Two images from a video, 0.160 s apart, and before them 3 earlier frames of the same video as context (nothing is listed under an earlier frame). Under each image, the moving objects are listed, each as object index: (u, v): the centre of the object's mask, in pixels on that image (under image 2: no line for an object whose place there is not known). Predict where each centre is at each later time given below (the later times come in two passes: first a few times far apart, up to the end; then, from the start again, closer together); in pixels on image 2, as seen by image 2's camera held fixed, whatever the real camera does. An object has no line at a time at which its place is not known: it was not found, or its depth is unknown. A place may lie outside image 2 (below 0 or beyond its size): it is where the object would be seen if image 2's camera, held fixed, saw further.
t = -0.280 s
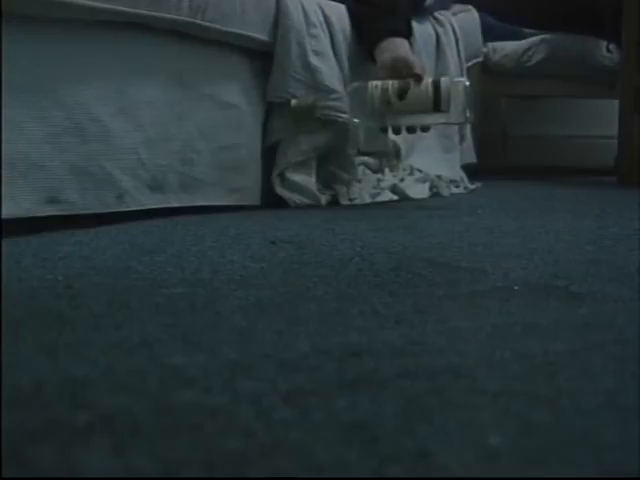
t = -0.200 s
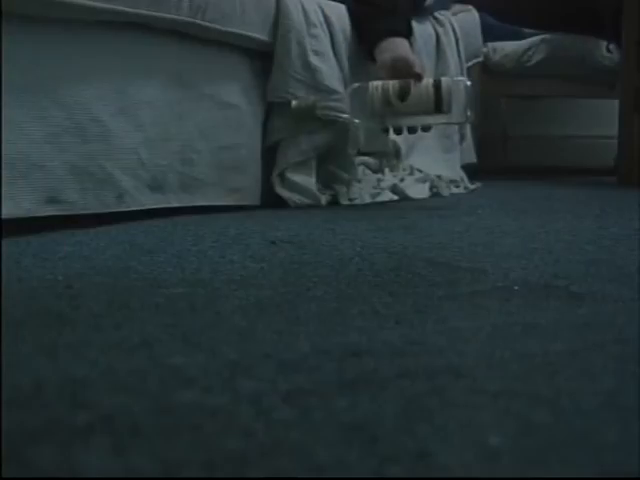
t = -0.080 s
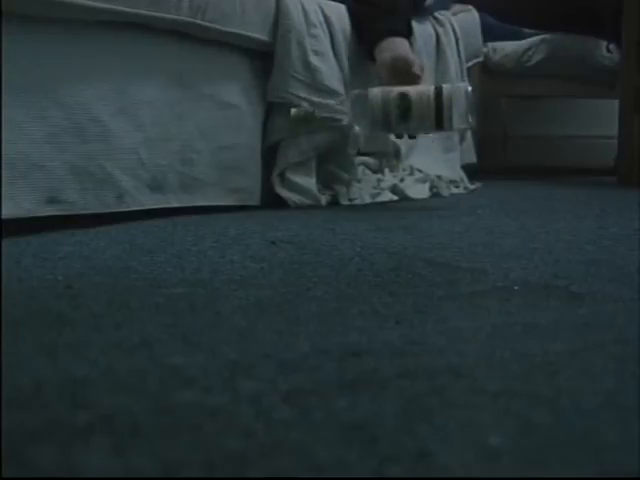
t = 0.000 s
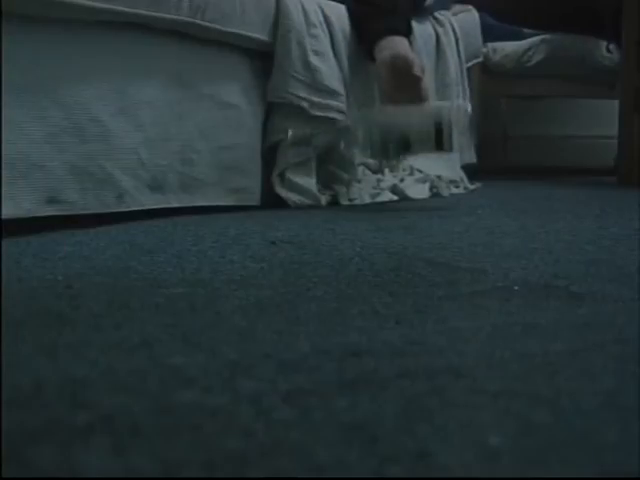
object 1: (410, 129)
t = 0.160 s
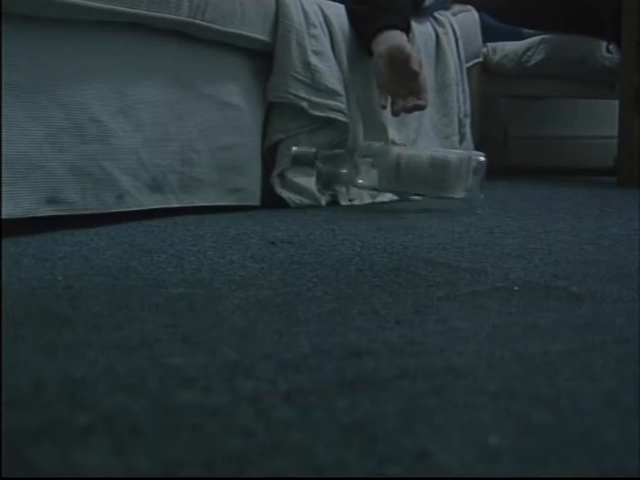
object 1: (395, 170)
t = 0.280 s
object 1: (403, 184)
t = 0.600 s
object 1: (397, 194)
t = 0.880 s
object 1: (390, 199)
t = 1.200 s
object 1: (379, 204)
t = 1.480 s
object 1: (370, 208)
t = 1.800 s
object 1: (358, 217)
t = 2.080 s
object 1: (345, 228)
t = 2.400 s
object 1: (332, 236)
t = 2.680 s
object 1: (318, 246)
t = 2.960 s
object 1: (301, 254)
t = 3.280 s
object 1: (300, 254)
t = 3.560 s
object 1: (308, 249)
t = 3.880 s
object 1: (313, 247)
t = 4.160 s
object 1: (309, 247)
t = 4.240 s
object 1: (309, 247)
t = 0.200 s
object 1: (397, 176)
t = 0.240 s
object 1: (427, 184)
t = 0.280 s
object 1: (403, 184)
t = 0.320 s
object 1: (401, 186)
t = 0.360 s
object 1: (399, 187)
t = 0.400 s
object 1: (401, 189)
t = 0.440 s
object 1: (401, 192)
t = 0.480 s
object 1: (401, 192)
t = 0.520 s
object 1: (400, 193)
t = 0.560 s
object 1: (399, 194)
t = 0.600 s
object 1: (397, 194)
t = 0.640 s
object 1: (397, 194)
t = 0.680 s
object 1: (396, 195)
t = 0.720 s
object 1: (394, 196)
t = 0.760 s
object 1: (393, 196)
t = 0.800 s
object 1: (392, 198)
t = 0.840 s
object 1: (391, 198)
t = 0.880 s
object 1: (390, 199)
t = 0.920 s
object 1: (389, 199)
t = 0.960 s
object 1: (387, 200)
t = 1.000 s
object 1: (385, 201)
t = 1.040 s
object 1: (388, 199)
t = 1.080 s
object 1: (383, 203)
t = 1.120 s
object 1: (384, 202)
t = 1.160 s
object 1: (379, 204)
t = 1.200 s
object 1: (379, 204)
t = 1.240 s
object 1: (382, 204)
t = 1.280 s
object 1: (375, 206)
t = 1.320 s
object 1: (374, 206)
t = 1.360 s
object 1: (374, 207)
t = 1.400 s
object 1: (373, 207)
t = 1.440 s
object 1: (372, 208)
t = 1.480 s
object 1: (370, 208)
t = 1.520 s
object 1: (369, 209)
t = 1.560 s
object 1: (369, 209)
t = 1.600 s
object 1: (366, 213)
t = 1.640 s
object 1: (366, 214)
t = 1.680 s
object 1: (364, 213)
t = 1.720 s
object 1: (360, 215)
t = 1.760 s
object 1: (359, 216)
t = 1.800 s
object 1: (358, 217)
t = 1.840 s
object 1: (355, 219)
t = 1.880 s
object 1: (353, 219)
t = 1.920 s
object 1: (351, 220)
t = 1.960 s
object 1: (350, 223)
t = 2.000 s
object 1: (348, 224)
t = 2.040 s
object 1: (348, 223)
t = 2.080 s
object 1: (345, 228)
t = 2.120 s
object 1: (344, 231)
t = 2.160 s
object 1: (344, 230)
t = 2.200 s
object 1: (341, 233)
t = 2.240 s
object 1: (340, 232)
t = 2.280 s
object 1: (336, 236)
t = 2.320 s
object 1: (335, 237)
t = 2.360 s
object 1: (335, 238)
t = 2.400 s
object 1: (332, 236)
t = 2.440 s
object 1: (331, 240)
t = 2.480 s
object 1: (329, 239)
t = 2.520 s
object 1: (327, 242)
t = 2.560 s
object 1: (324, 243)
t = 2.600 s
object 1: (321, 244)
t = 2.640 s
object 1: (320, 245)
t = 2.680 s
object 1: (318, 246)
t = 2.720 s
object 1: (312, 247)
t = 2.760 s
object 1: (311, 247)
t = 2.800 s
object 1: (309, 250)
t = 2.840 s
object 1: (308, 253)
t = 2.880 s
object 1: (303, 254)
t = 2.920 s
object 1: (303, 254)
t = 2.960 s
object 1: (301, 254)
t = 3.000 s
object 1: (299, 254)
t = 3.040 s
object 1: (298, 255)
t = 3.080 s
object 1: (297, 255)
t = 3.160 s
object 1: (297, 255)
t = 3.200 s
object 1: (298, 255)
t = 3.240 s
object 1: (299, 254)
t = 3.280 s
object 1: (300, 254)
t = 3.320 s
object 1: (301, 253)
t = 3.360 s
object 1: (303, 253)
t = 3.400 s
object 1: (302, 254)
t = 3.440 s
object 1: (305, 253)
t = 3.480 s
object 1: (307, 252)
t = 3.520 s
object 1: (308, 249)
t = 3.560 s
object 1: (308, 249)
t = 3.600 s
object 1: (308, 248)
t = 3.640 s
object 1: (310, 247)
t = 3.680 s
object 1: (311, 247)
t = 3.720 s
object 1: (312, 247)
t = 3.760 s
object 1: (312, 247)
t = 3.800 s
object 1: (313, 247)
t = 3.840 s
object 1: (313, 247)
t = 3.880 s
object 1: (313, 247)
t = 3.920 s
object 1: (313, 247)
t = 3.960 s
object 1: (312, 247)
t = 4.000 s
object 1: (312, 247)
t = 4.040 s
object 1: (311, 247)
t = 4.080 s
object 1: (310, 247)
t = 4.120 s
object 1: (310, 247)
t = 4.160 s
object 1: (309, 247)
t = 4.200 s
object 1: (309, 247)
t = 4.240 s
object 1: (309, 247)
